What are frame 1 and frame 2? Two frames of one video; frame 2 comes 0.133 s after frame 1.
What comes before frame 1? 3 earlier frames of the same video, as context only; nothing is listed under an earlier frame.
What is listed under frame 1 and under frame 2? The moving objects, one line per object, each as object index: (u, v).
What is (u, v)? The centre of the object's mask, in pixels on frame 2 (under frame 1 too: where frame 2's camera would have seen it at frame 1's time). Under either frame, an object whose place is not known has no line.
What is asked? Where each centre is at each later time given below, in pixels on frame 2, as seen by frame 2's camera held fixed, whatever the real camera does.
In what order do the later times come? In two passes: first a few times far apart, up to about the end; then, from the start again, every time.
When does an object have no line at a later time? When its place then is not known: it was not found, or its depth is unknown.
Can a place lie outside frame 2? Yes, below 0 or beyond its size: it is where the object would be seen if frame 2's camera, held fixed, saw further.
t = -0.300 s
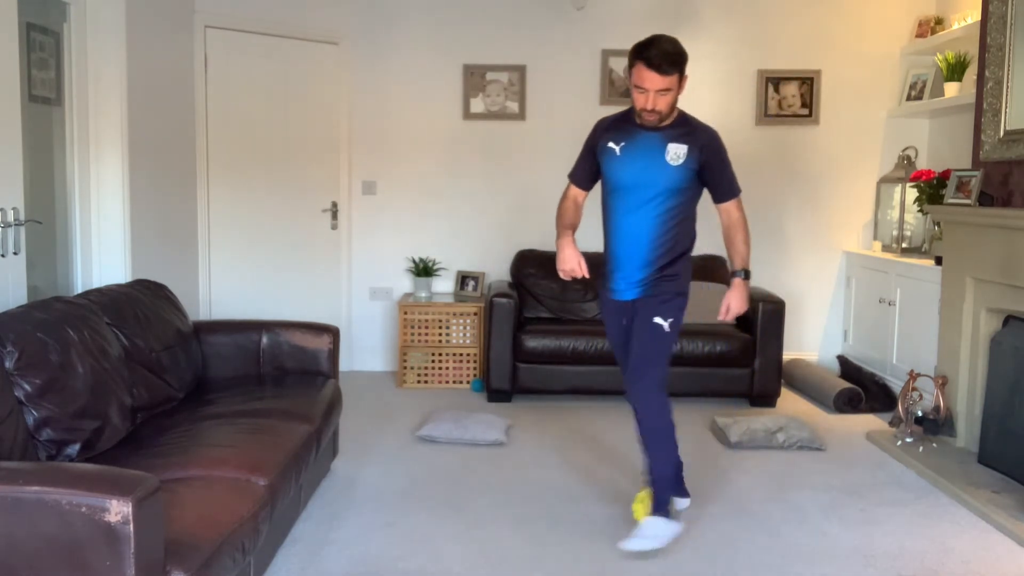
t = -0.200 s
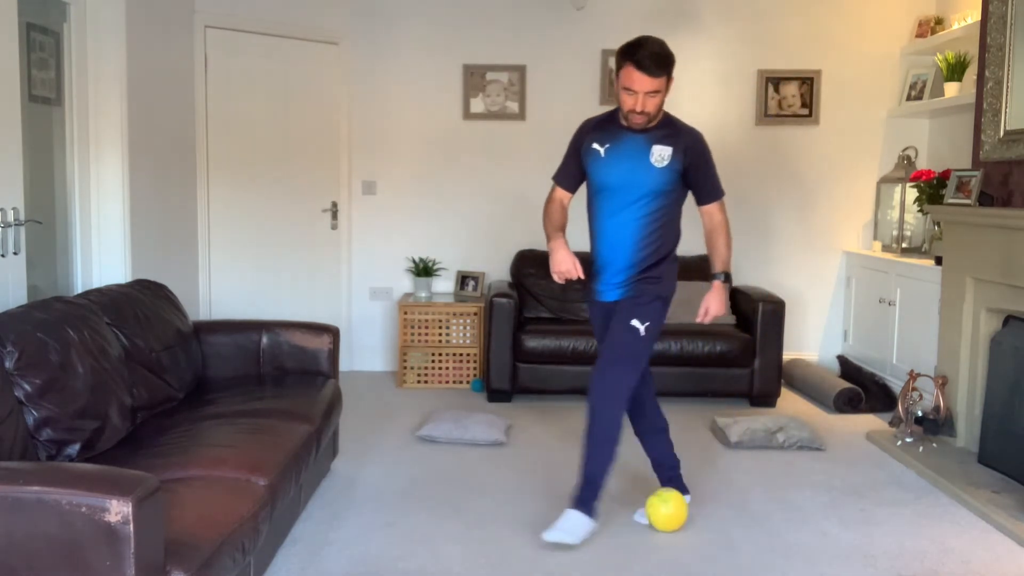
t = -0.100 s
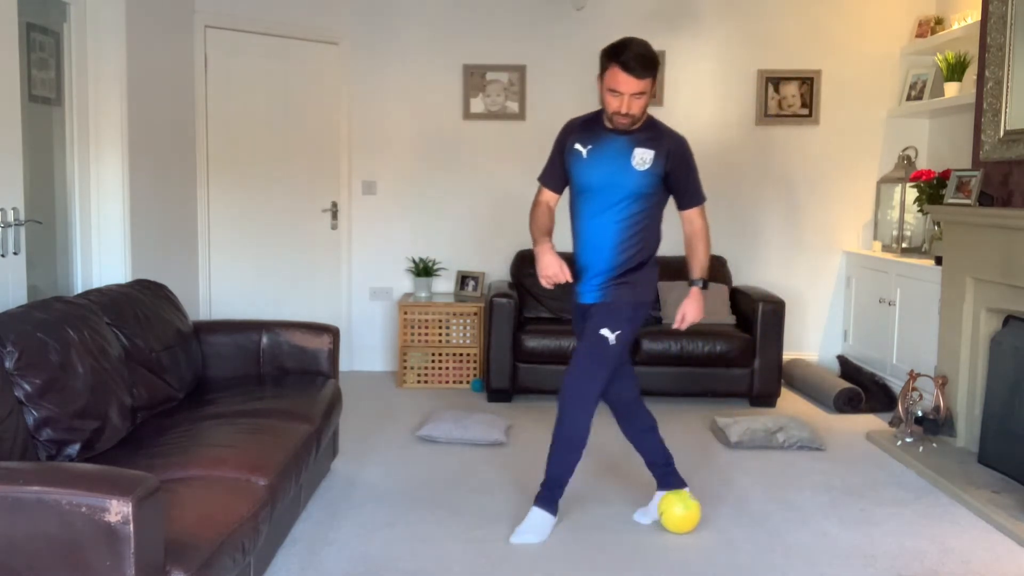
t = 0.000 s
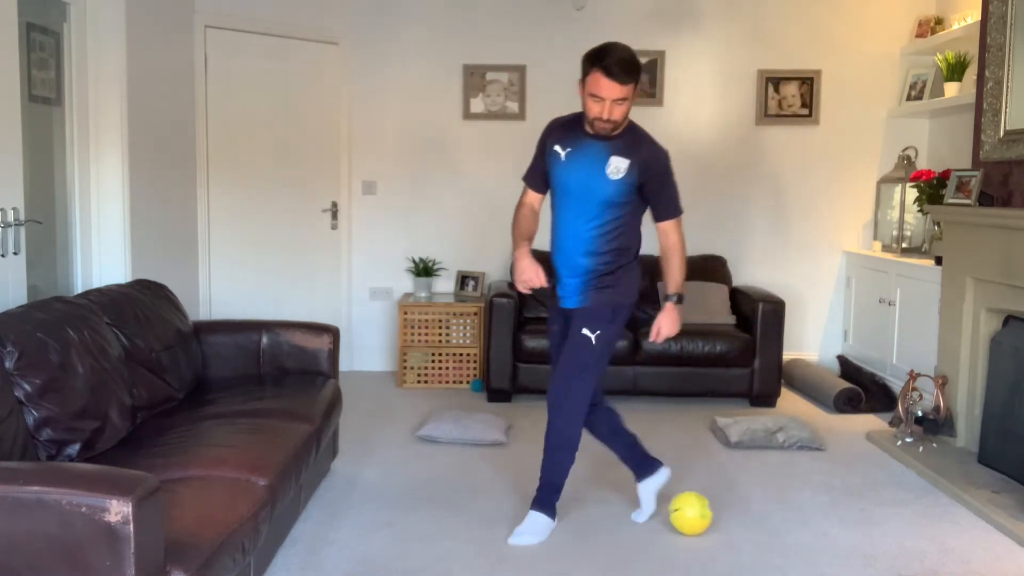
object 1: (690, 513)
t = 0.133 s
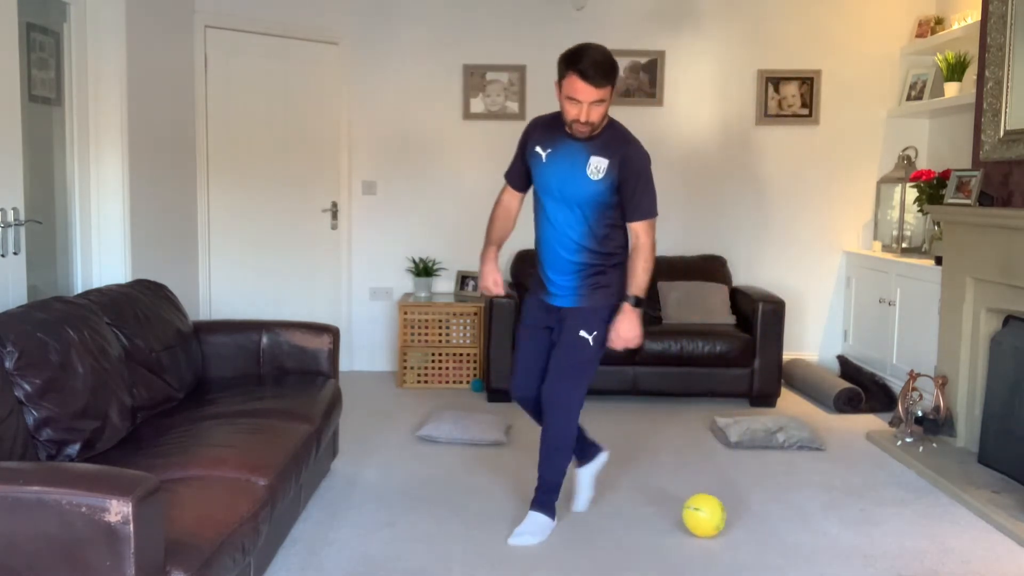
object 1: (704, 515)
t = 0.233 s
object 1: (712, 517)
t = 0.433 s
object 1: (728, 519)
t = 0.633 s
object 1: (741, 523)
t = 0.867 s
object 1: (755, 527)
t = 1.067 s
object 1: (765, 530)
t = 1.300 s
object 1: (777, 533)
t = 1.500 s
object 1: (786, 534)
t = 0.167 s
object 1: (707, 516)
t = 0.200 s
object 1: (710, 516)
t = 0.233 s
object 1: (712, 517)
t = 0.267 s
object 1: (715, 517)
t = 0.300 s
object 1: (718, 517)
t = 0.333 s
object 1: (721, 518)
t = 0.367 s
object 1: (723, 518)
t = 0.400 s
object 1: (726, 519)
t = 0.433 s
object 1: (728, 519)
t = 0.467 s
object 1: (730, 520)
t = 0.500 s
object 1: (732, 520)
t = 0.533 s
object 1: (735, 521)
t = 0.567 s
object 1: (736, 522)
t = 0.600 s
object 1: (739, 522)
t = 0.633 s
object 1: (741, 523)
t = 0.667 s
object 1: (743, 524)
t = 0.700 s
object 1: (745, 524)
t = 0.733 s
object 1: (747, 525)
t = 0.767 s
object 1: (749, 526)
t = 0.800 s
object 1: (751, 526)
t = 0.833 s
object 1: (753, 527)
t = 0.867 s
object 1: (755, 527)
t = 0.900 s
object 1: (757, 528)
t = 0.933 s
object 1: (758, 528)
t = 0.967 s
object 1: (760, 529)
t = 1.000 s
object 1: (762, 529)
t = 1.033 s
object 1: (763, 530)
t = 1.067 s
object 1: (765, 530)
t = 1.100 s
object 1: (767, 531)
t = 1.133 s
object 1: (768, 531)
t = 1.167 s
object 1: (770, 531)
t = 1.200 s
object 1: (772, 532)
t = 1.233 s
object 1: (774, 532)
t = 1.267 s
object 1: (775, 533)
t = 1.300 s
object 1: (777, 533)
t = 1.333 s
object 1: (779, 533)
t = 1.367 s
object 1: (780, 534)
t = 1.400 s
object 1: (782, 534)
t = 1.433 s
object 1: (784, 534)
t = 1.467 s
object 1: (785, 534)
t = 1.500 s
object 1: (786, 534)
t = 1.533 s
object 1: (787, 534)
